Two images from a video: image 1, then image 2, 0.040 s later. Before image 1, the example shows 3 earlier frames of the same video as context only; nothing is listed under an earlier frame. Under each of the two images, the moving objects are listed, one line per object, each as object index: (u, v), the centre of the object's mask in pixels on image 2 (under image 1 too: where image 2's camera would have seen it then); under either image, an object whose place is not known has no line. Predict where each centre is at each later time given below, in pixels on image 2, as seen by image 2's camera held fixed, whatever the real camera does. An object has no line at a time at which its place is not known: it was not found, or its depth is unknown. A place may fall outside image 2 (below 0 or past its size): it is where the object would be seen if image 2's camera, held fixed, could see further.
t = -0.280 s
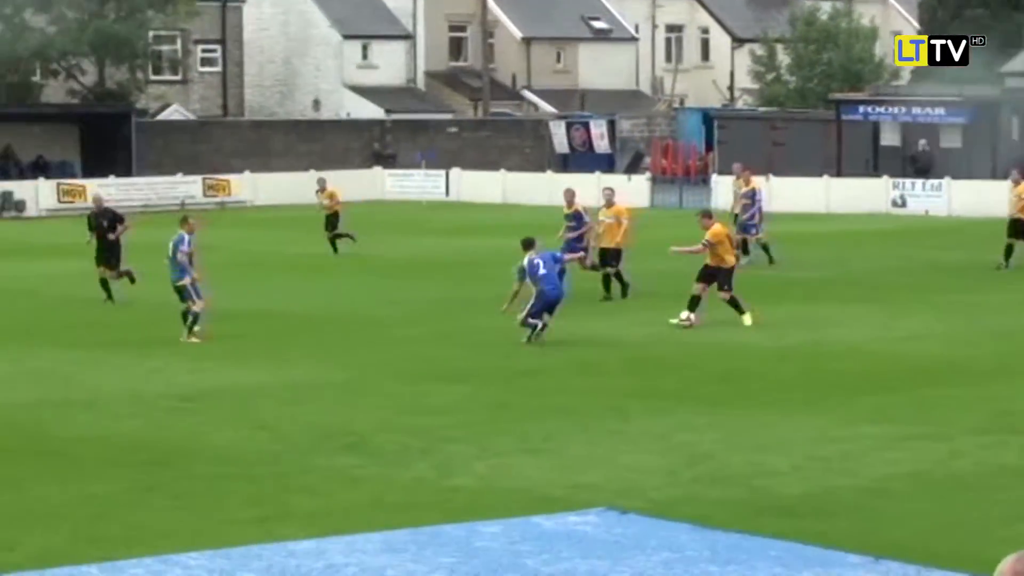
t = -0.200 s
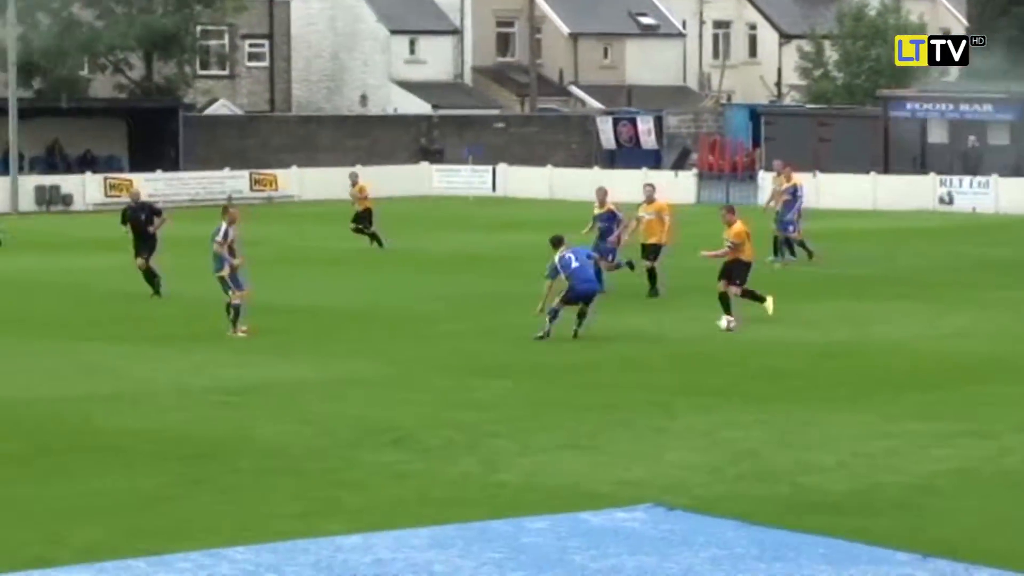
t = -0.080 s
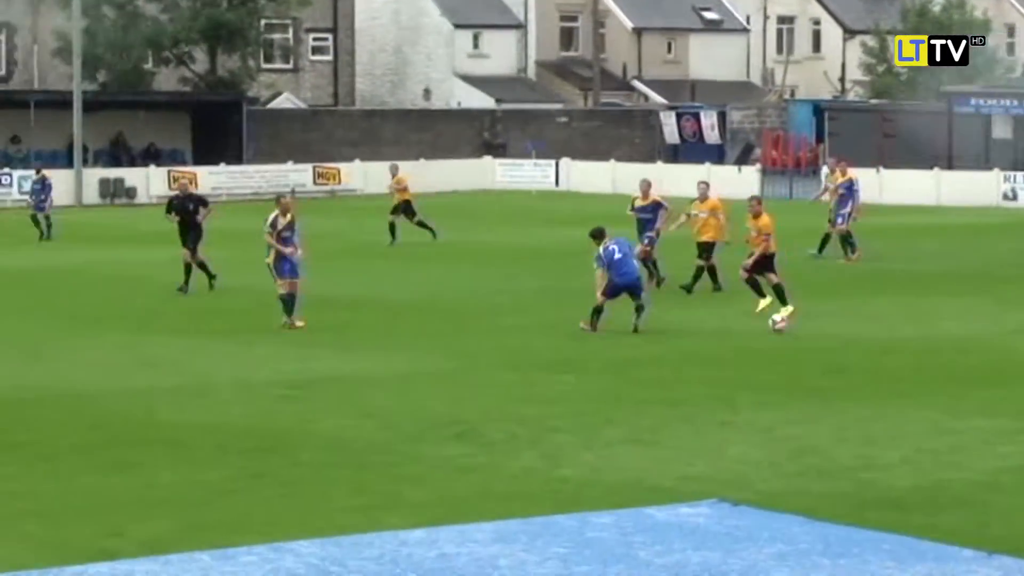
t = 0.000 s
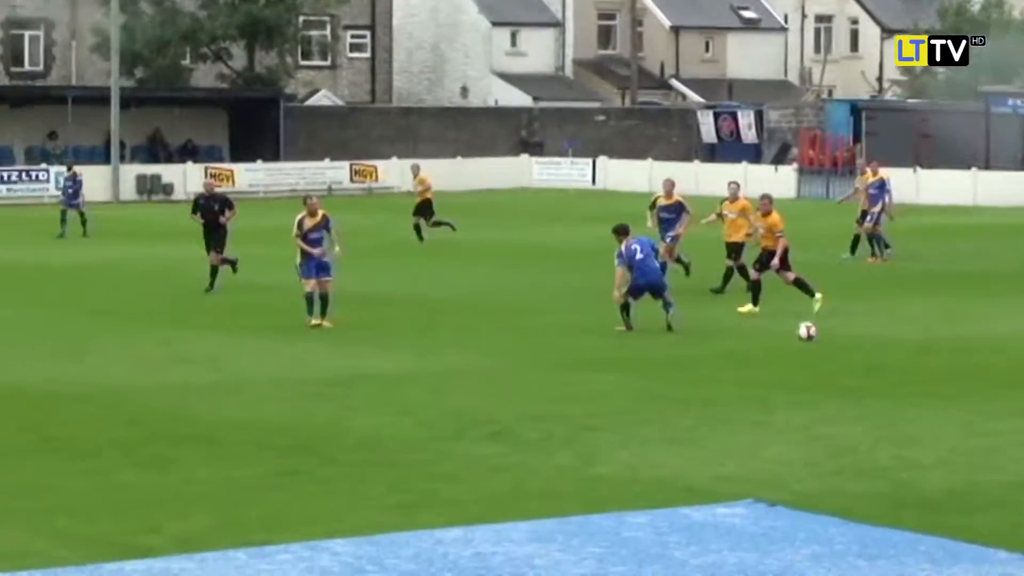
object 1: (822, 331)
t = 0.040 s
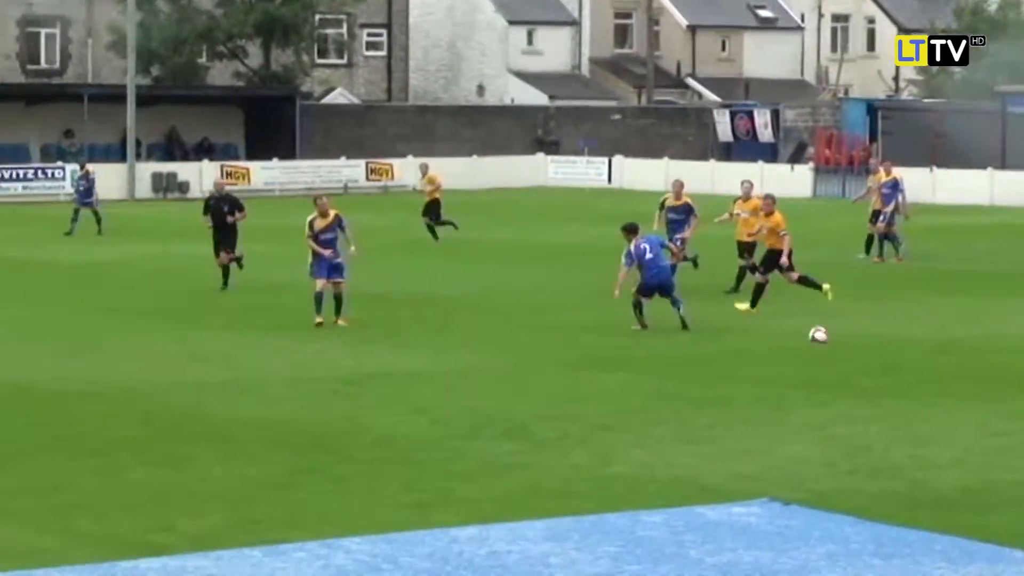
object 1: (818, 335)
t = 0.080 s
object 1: (815, 335)
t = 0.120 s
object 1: (811, 337)
